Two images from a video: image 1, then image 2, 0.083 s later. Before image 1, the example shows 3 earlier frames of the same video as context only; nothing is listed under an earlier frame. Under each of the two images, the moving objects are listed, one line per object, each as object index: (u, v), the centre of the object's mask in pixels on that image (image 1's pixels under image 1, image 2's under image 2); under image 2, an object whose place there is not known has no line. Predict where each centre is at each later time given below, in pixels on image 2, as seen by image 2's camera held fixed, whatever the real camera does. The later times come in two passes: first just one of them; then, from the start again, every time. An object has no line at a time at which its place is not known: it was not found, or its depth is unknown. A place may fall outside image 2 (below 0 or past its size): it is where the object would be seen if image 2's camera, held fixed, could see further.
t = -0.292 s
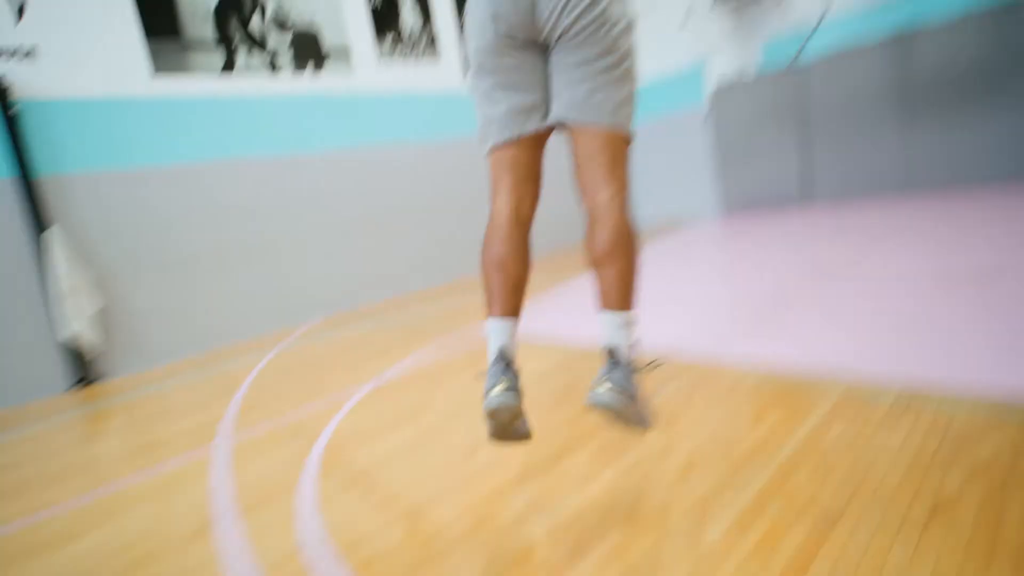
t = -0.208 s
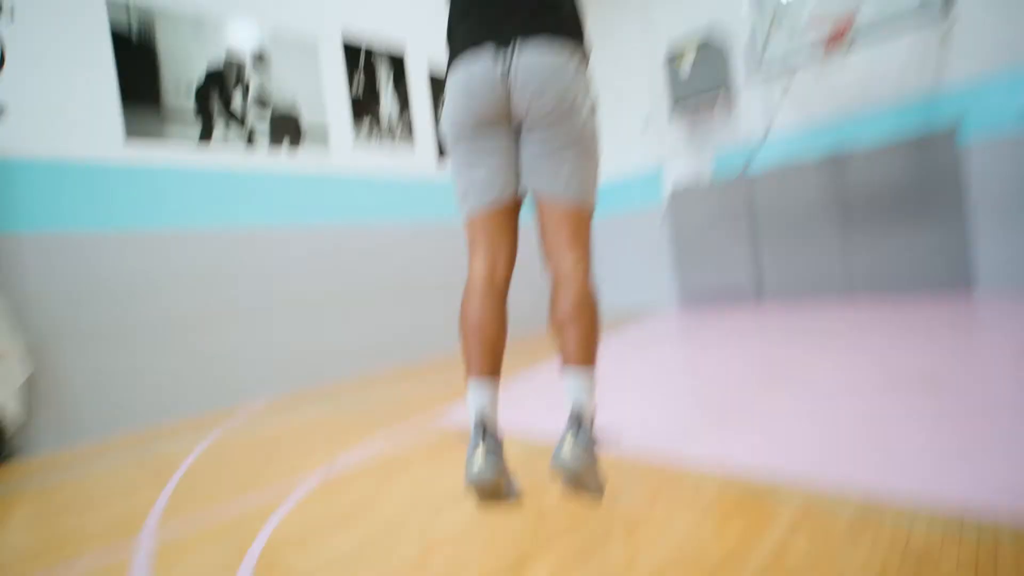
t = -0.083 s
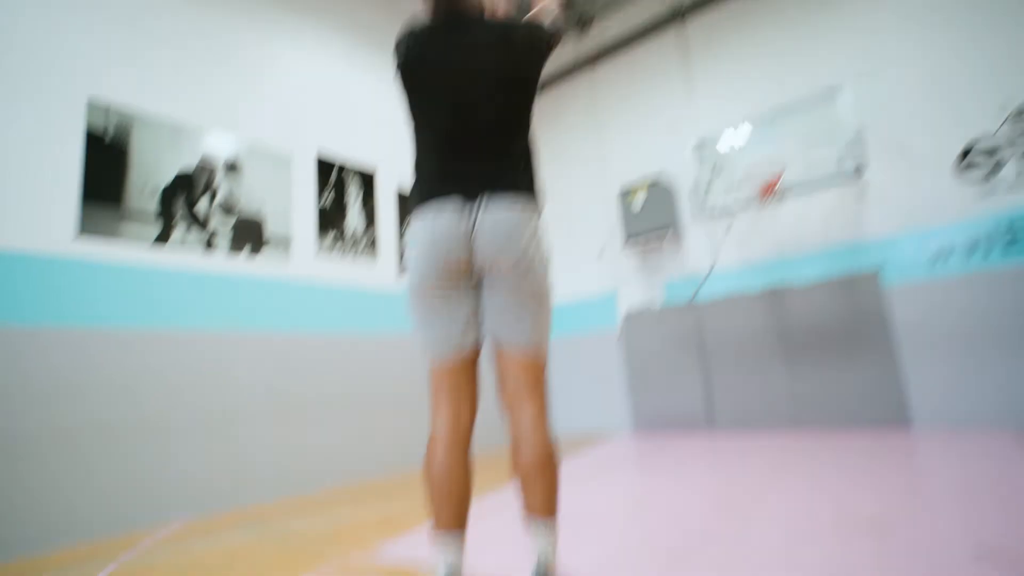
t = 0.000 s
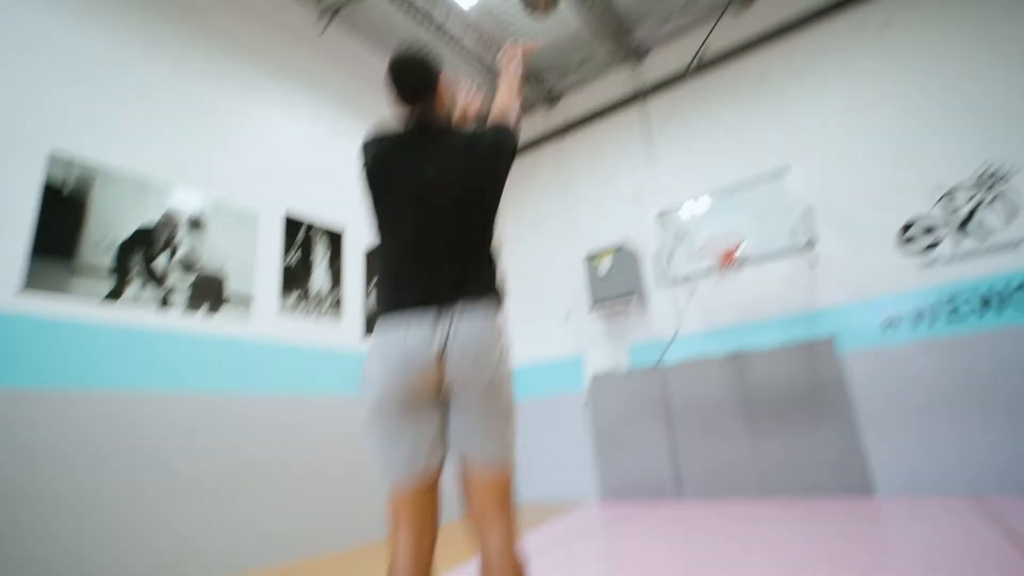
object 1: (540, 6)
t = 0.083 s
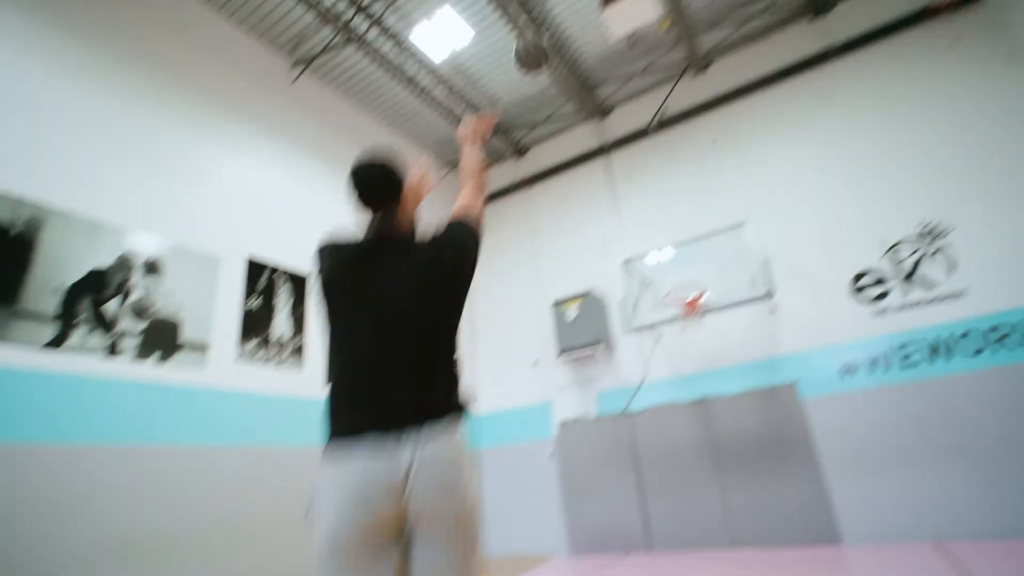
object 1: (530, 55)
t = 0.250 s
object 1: (569, 76)
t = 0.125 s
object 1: (540, 59)
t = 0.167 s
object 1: (549, 65)
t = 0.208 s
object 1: (561, 68)
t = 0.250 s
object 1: (569, 76)
